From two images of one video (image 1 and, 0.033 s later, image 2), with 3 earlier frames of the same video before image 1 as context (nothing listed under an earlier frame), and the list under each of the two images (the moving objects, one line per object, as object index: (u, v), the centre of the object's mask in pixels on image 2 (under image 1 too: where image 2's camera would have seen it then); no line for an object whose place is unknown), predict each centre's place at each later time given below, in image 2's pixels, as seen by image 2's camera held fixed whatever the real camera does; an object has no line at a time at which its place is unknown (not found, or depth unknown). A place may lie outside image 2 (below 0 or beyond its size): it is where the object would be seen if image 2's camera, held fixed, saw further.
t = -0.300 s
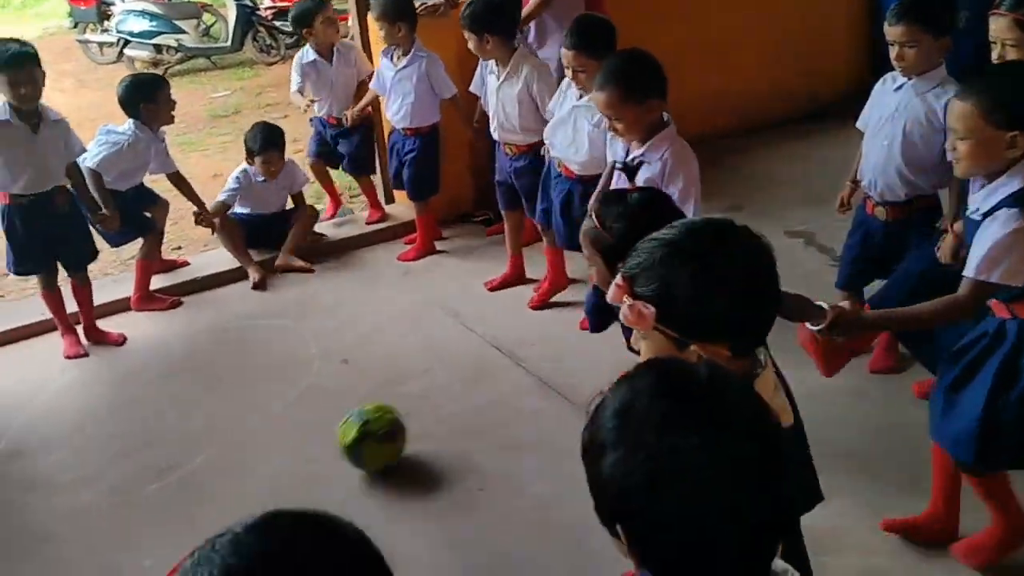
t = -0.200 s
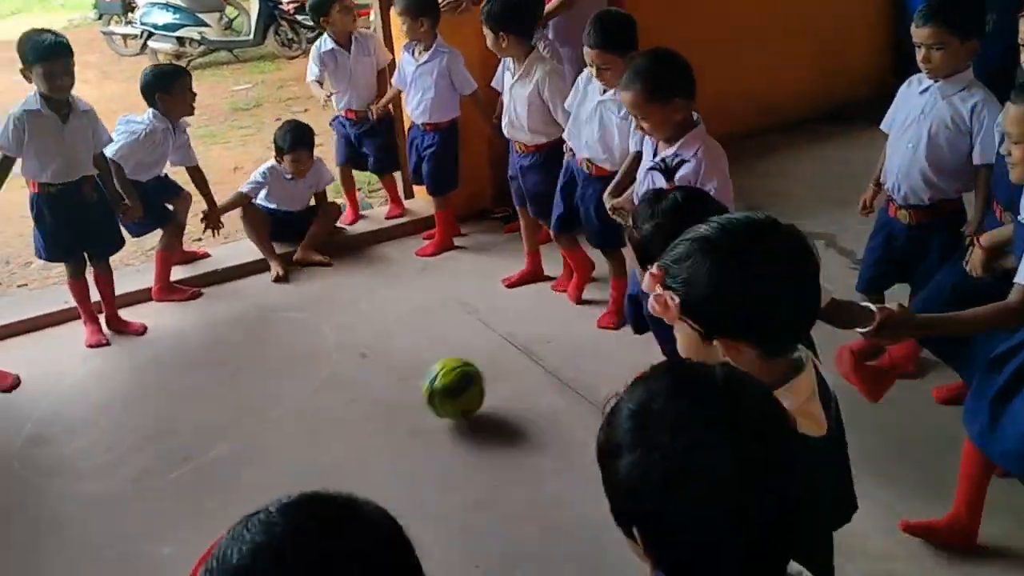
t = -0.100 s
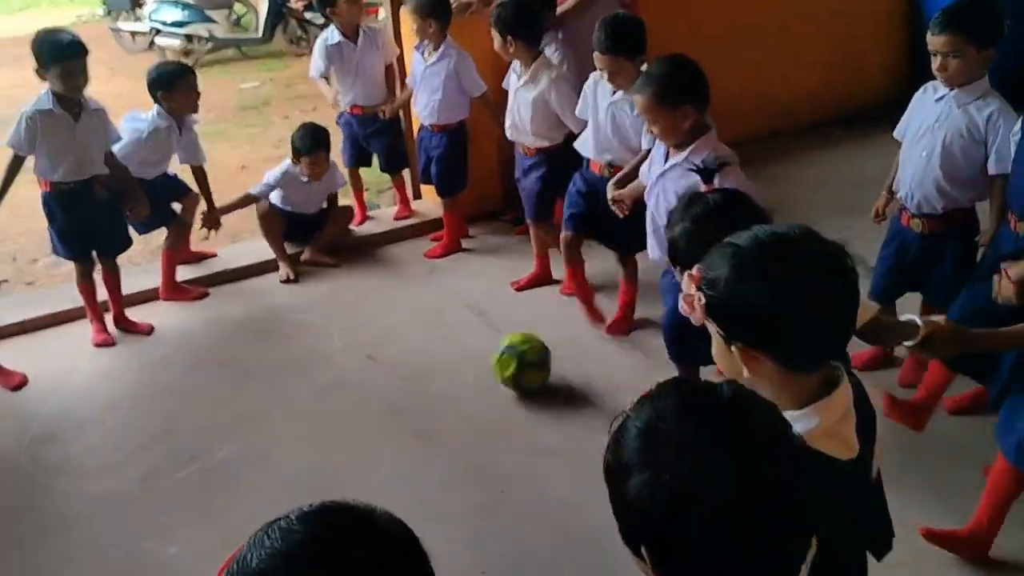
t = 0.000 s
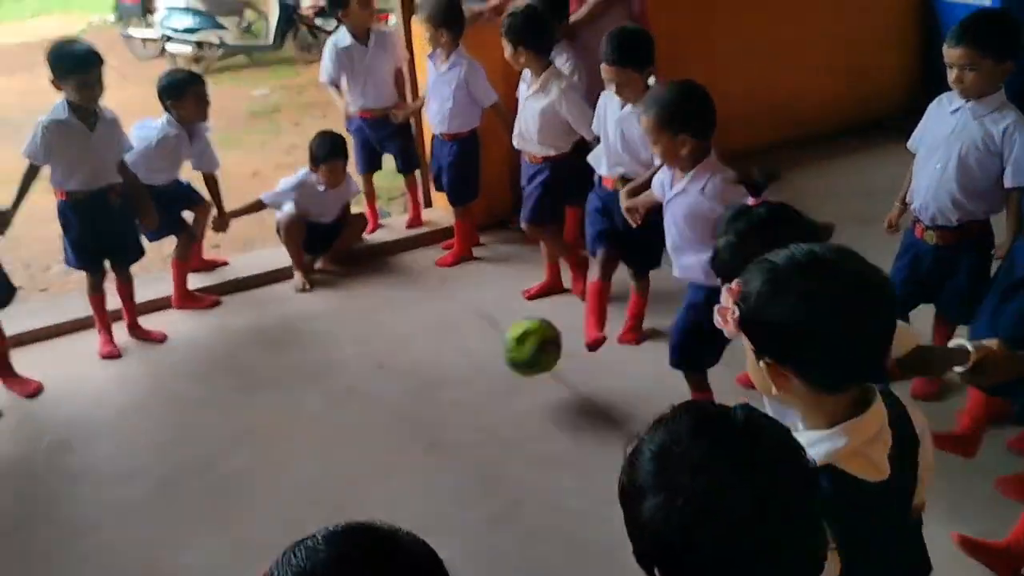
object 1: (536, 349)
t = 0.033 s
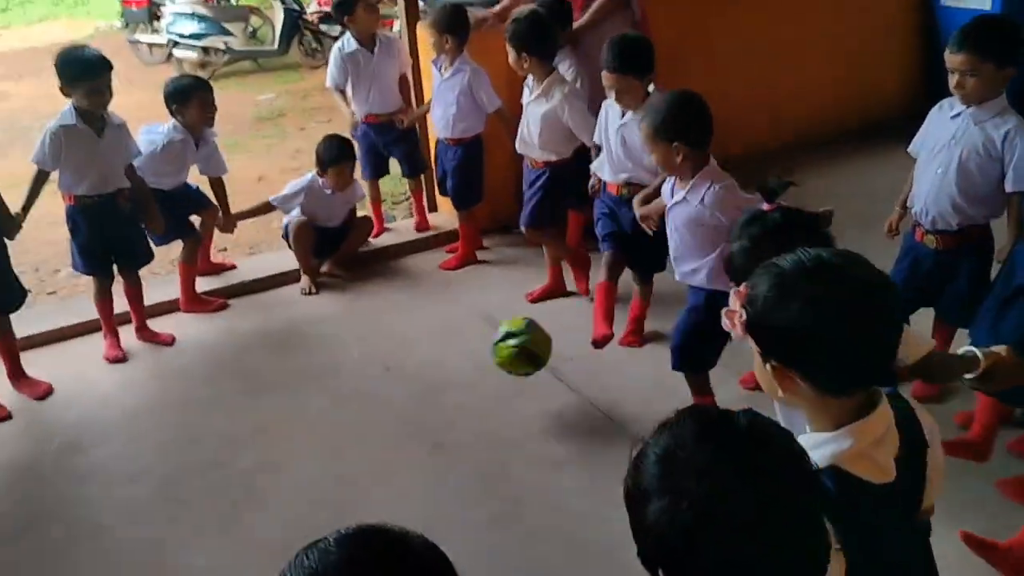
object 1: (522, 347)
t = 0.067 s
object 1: (510, 347)
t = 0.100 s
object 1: (497, 353)
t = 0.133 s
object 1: (484, 362)
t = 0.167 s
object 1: (471, 373)
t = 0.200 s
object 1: (456, 388)
